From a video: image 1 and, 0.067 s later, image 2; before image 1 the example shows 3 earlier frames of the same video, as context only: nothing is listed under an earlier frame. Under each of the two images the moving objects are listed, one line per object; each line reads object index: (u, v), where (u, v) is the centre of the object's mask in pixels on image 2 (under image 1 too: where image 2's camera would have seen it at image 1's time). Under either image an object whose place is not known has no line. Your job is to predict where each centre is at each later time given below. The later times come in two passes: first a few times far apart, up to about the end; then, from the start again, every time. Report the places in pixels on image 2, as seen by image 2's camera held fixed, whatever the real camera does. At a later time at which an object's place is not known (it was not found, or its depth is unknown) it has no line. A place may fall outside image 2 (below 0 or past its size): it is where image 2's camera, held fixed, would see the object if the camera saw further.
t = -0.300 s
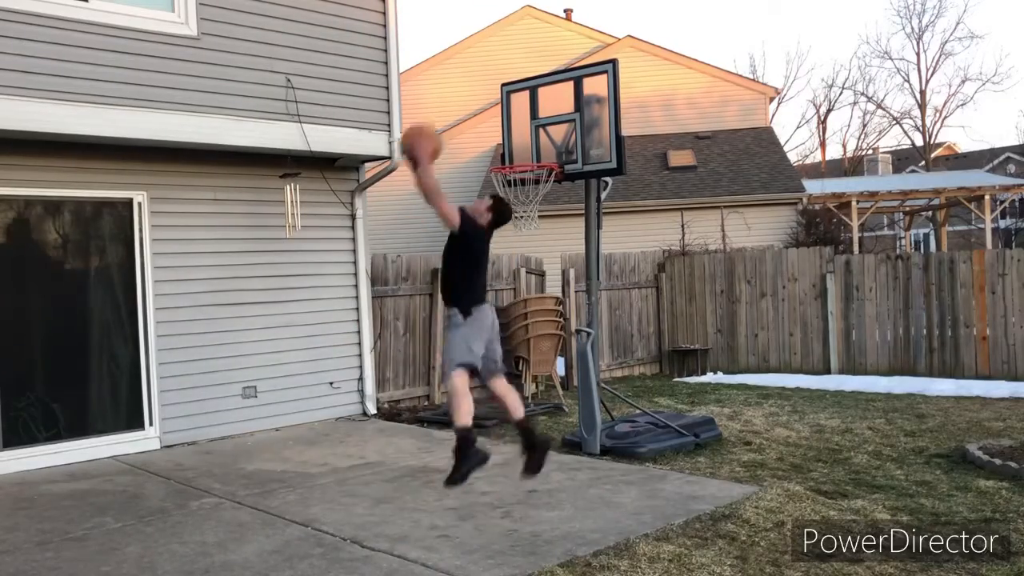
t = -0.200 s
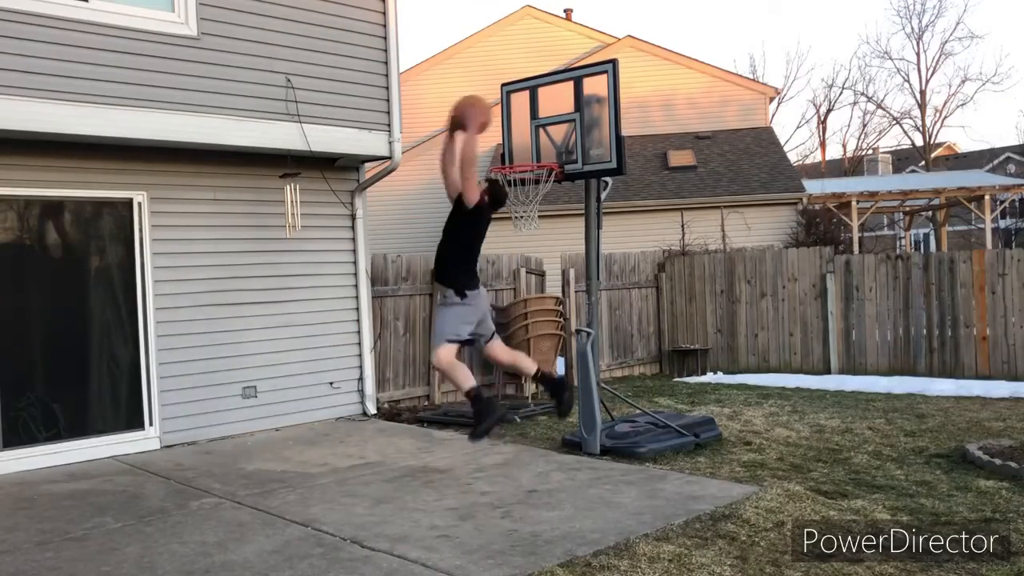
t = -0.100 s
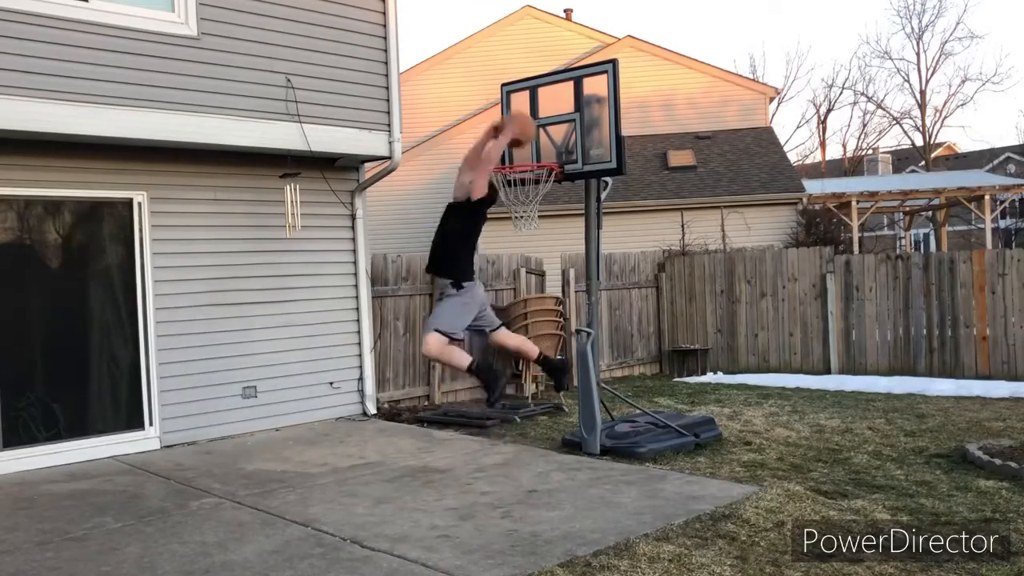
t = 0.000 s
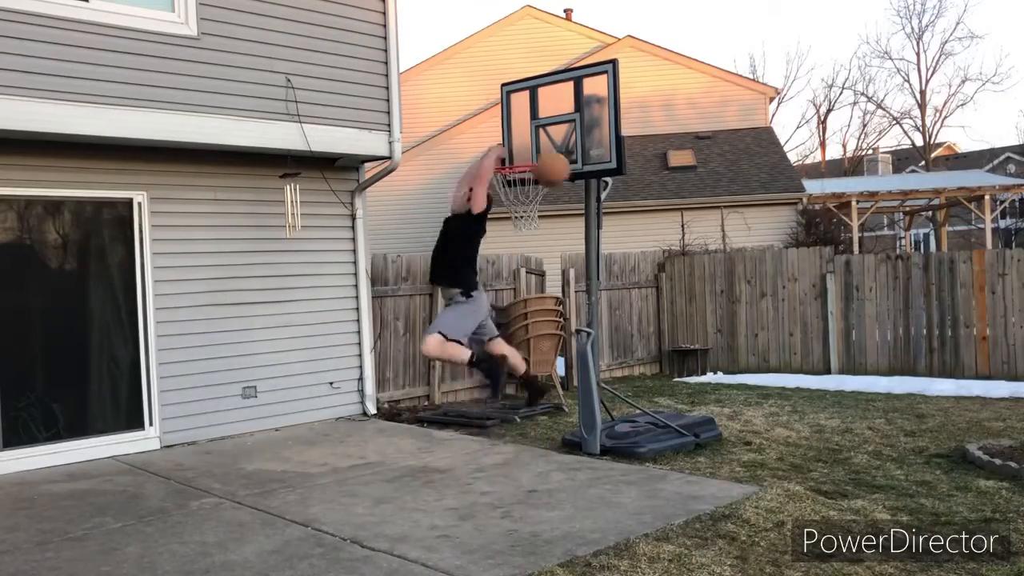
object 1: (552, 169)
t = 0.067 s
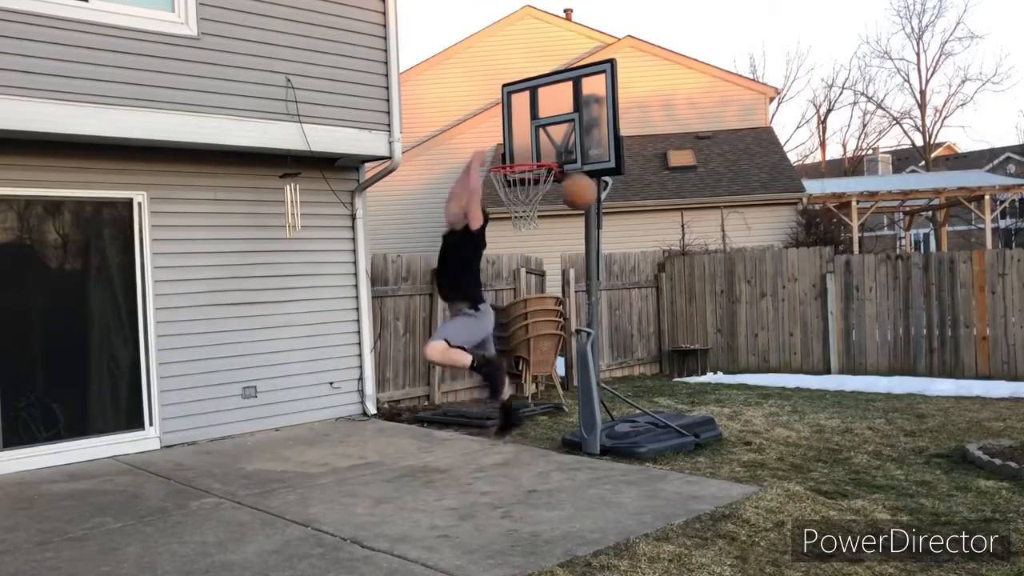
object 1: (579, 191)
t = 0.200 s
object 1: (634, 258)
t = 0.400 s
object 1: (723, 414)
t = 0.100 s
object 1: (592, 205)
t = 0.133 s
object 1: (606, 221)
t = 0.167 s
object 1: (620, 239)
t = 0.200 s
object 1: (634, 258)
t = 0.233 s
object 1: (650, 279)
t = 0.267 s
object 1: (664, 302)
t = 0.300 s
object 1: (680, 326)
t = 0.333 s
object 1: (694, 353)
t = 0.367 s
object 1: (709, 382)
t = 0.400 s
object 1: (723, 414)
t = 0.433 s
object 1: (739, 446)
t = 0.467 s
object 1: (752, 469)
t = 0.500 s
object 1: (764, 443)
